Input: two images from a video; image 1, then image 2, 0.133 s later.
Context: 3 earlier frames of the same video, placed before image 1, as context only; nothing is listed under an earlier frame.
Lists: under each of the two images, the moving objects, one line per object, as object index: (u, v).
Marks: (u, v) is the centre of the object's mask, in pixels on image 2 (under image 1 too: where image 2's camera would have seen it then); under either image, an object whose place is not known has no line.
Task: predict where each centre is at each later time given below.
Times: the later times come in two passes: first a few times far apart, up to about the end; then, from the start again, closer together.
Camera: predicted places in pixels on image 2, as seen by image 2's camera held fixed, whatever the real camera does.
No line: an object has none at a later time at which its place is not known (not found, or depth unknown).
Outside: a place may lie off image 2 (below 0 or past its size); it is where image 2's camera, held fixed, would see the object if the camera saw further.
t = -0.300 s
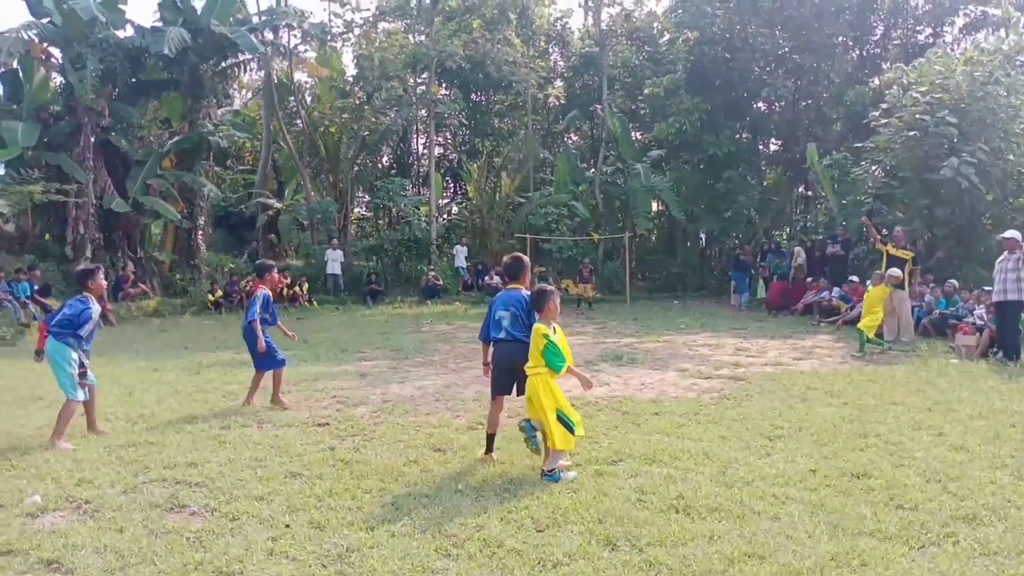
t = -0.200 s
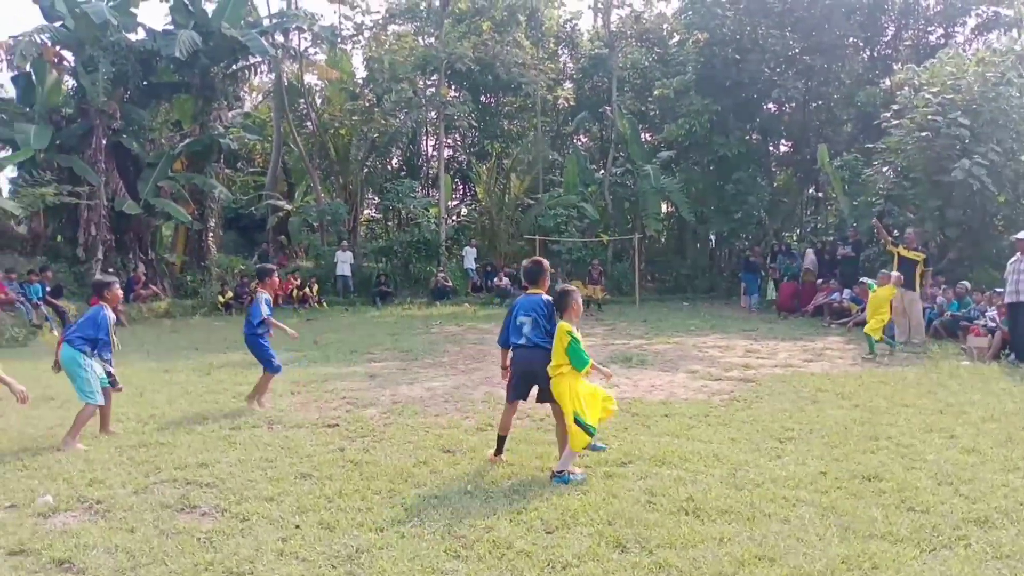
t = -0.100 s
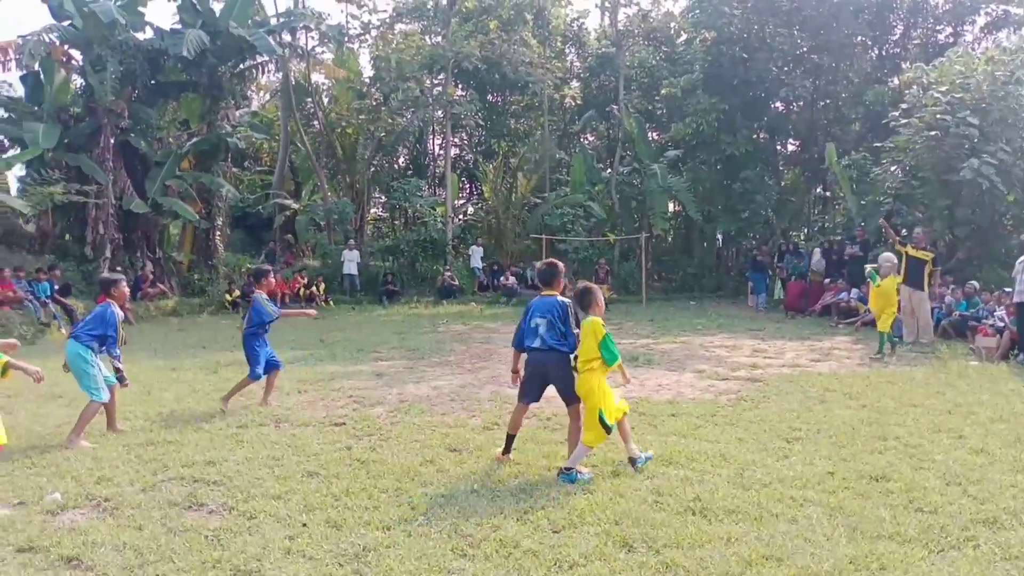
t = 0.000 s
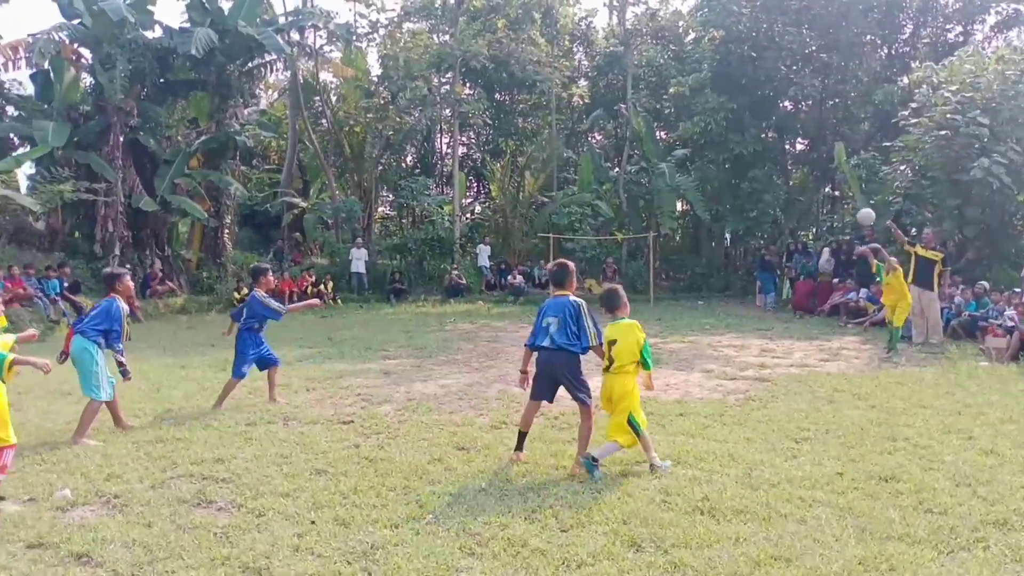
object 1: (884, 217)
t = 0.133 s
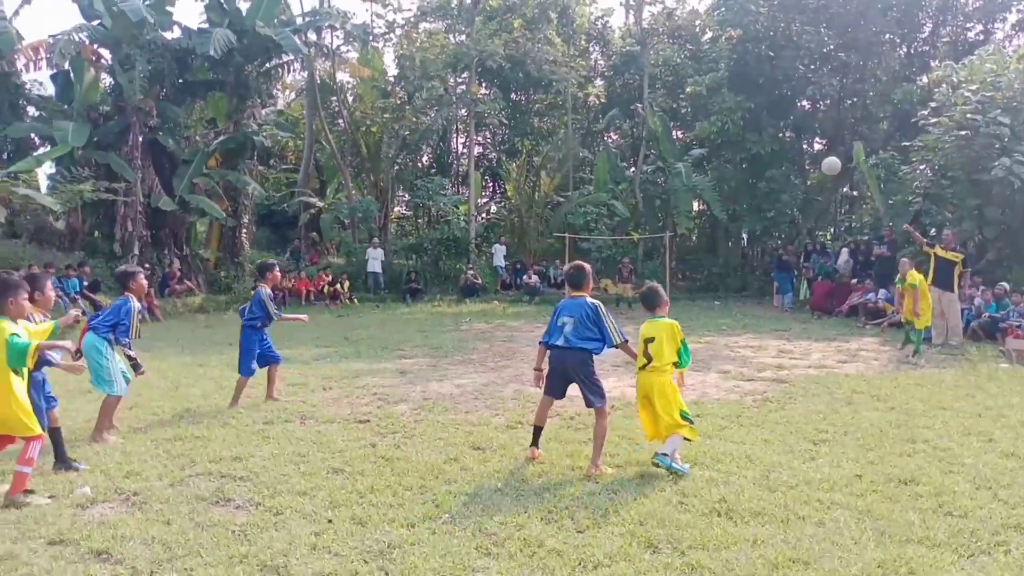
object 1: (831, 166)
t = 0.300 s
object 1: (754, 116)
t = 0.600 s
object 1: (586, 80)
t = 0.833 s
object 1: (418, 120)
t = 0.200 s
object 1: (801, 144)
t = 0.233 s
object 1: (786, 133)
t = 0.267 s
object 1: (770, 125)
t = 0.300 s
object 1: (754, 116)
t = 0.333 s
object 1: (737, 108)
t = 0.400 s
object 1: (702, 95)
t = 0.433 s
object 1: (684, 90)
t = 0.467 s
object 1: (665, 86)
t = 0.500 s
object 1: (646, 83)
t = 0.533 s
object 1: (626, 81)
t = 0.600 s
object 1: (586, 80)
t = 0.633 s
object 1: (564, 81)
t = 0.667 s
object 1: (541, 84)
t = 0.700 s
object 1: (518, 88)
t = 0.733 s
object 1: (494, 94)
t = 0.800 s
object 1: (444, 110)
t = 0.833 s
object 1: (418, 120)
